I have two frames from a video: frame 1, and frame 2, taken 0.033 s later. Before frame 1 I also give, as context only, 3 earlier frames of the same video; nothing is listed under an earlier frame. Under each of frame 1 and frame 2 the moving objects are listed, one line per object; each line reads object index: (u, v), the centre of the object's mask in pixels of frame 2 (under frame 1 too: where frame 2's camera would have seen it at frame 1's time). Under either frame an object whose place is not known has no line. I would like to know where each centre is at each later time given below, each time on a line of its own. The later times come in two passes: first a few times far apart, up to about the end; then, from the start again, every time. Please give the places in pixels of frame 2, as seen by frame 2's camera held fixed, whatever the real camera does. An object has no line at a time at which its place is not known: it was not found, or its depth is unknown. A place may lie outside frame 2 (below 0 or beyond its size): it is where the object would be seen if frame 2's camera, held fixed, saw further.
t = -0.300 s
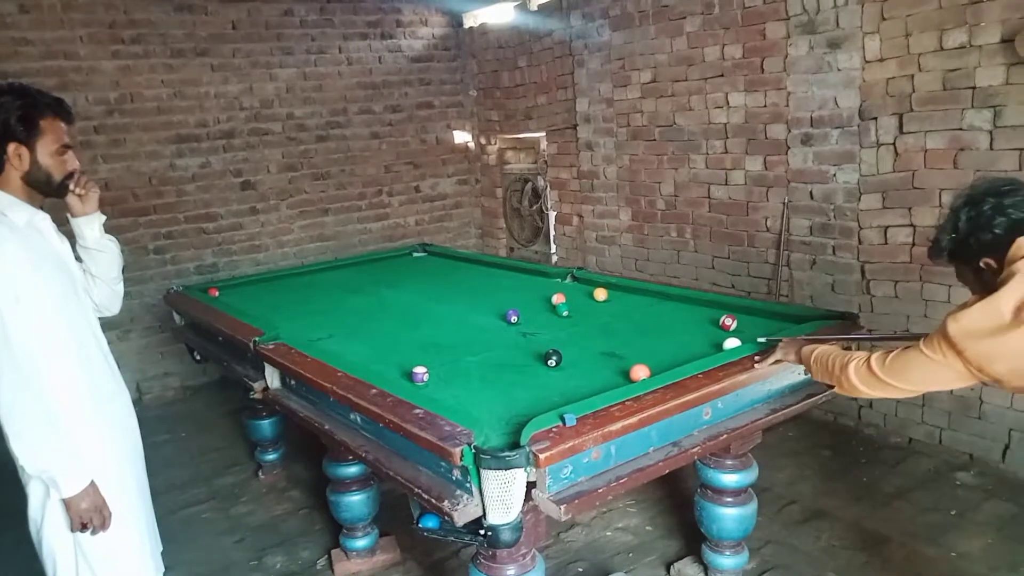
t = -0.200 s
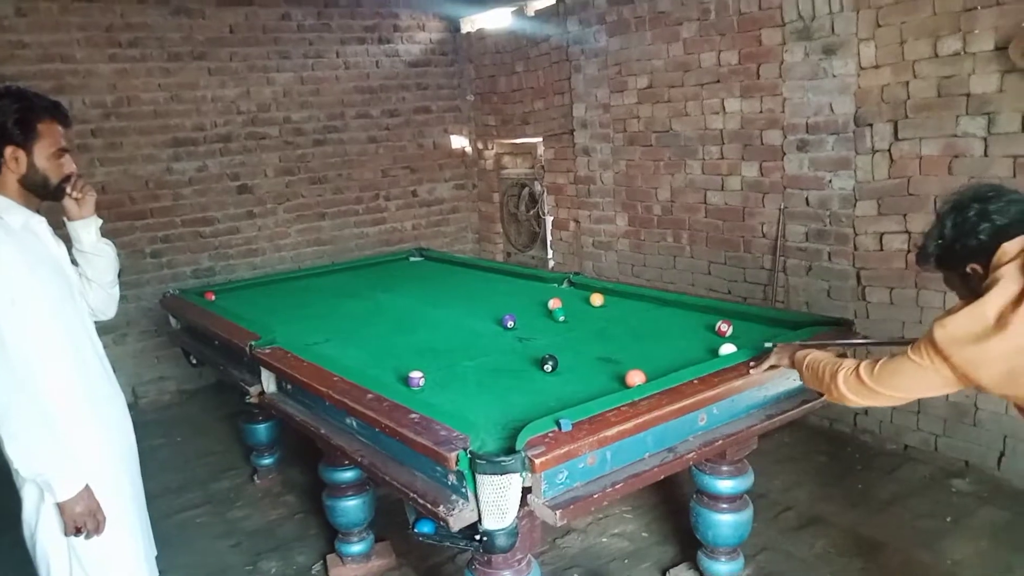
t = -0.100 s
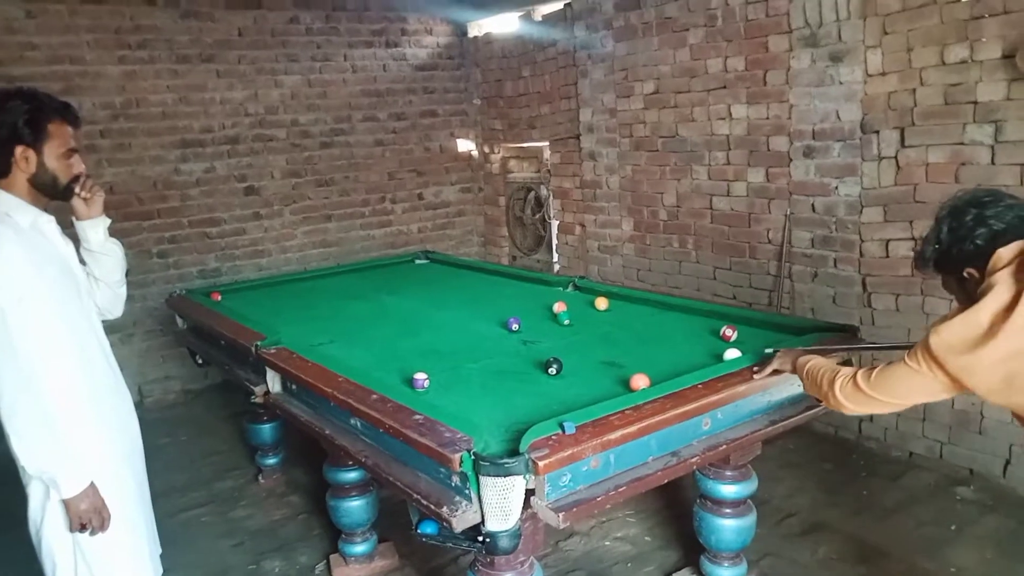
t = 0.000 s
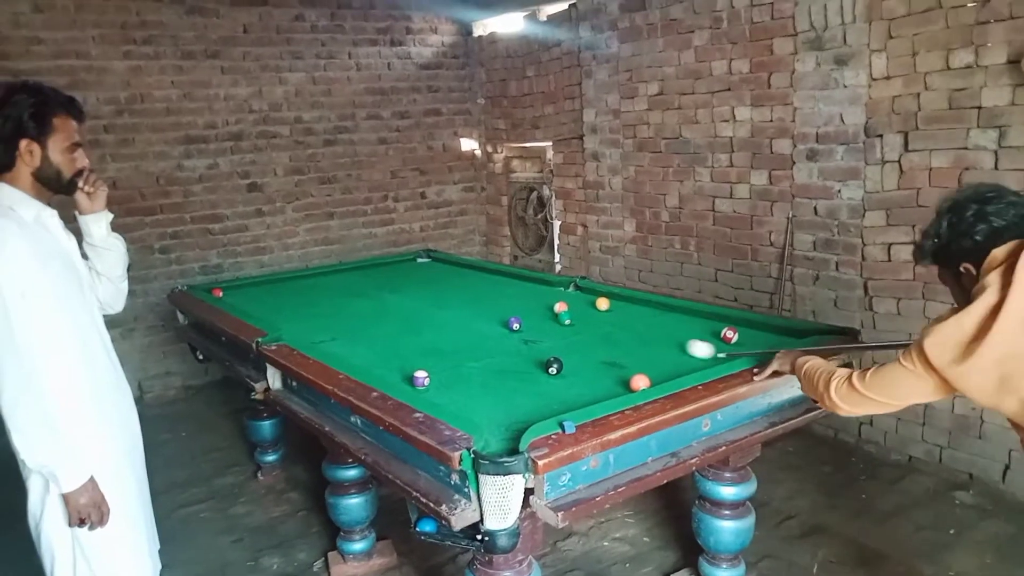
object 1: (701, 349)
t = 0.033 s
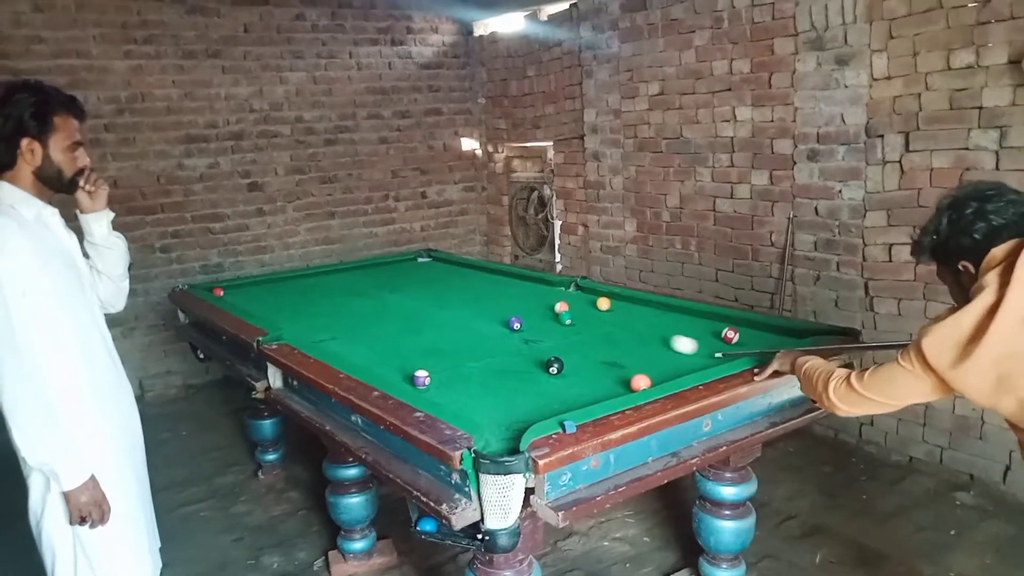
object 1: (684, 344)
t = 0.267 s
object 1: (561, 308)
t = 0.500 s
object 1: (521, 310)
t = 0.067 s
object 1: (652, 335)
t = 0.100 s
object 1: (623, 327)
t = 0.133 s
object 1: (610, 323)
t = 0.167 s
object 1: (597, 319)
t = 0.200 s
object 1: (585, 316)
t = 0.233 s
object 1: (566, 308)
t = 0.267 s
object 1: (561, 308)
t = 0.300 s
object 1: (557, 310)
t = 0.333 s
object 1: (549, 312)
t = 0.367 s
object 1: (545, 311)
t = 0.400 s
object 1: (540, 311)
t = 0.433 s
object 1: (531, 310)
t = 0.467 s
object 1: (526, 310)
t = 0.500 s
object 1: (521, 310)
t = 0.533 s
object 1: (512, 308)
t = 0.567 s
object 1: (504, 308)
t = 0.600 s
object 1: (500, 307)
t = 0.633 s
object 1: (495, 307)
